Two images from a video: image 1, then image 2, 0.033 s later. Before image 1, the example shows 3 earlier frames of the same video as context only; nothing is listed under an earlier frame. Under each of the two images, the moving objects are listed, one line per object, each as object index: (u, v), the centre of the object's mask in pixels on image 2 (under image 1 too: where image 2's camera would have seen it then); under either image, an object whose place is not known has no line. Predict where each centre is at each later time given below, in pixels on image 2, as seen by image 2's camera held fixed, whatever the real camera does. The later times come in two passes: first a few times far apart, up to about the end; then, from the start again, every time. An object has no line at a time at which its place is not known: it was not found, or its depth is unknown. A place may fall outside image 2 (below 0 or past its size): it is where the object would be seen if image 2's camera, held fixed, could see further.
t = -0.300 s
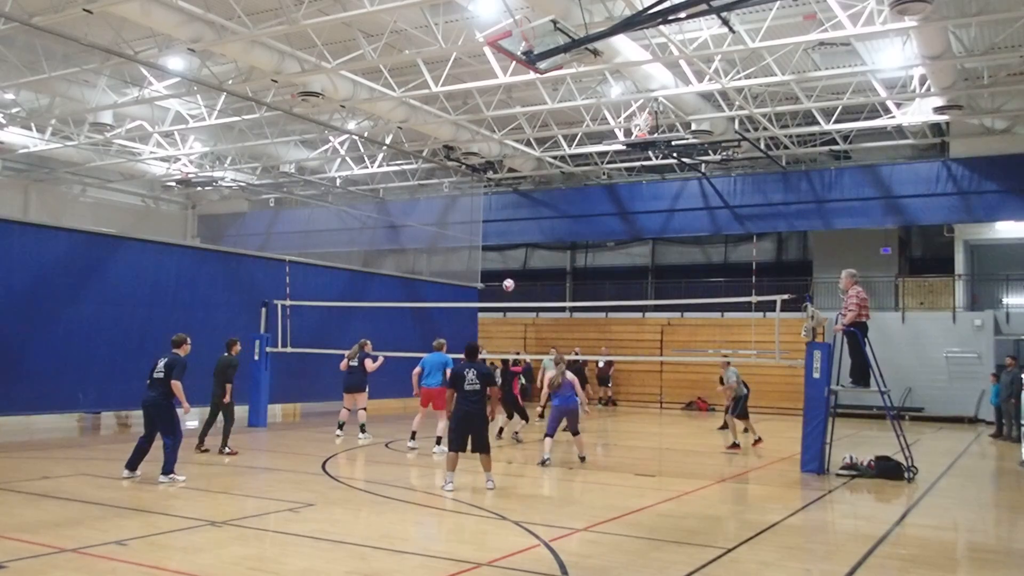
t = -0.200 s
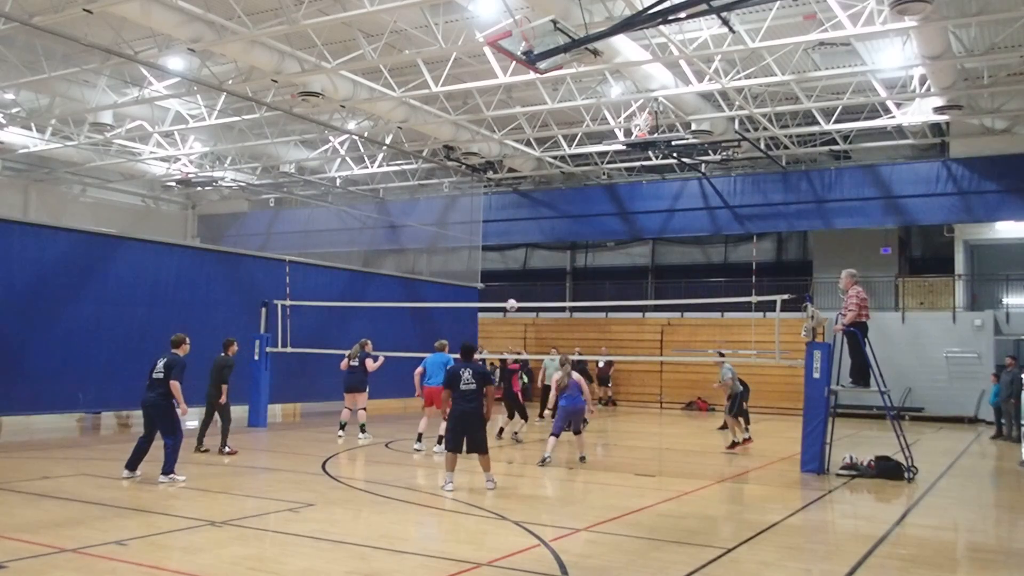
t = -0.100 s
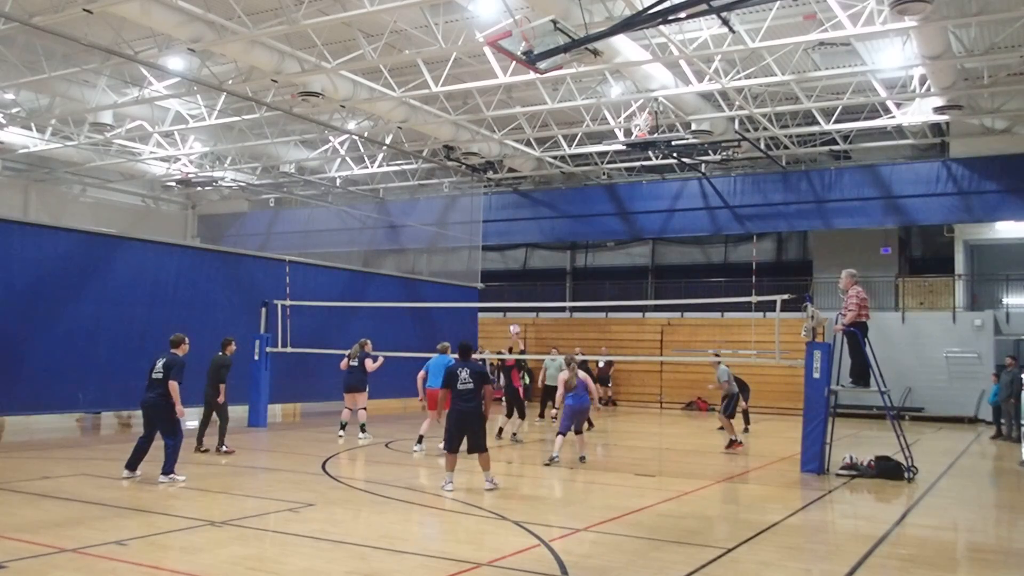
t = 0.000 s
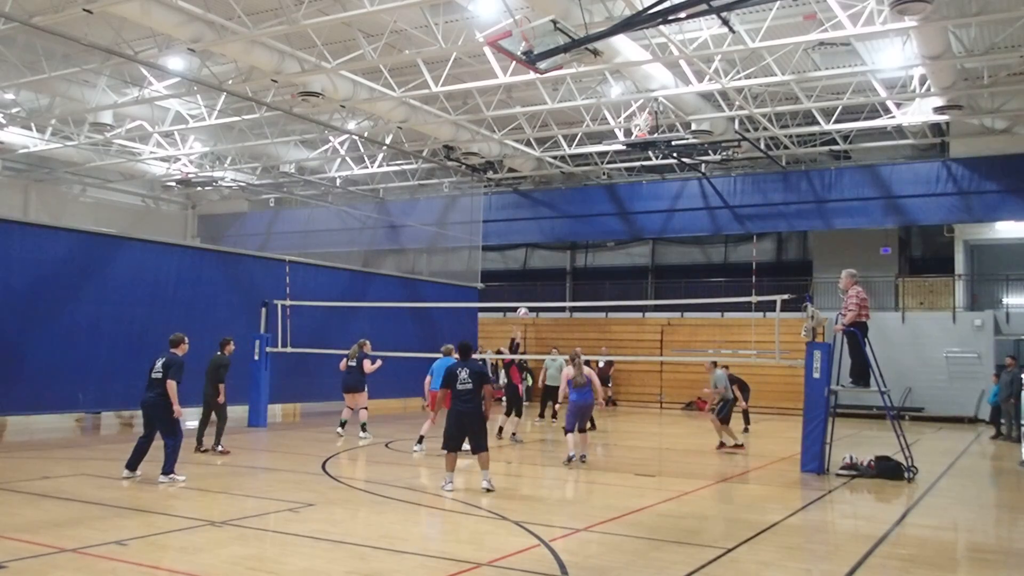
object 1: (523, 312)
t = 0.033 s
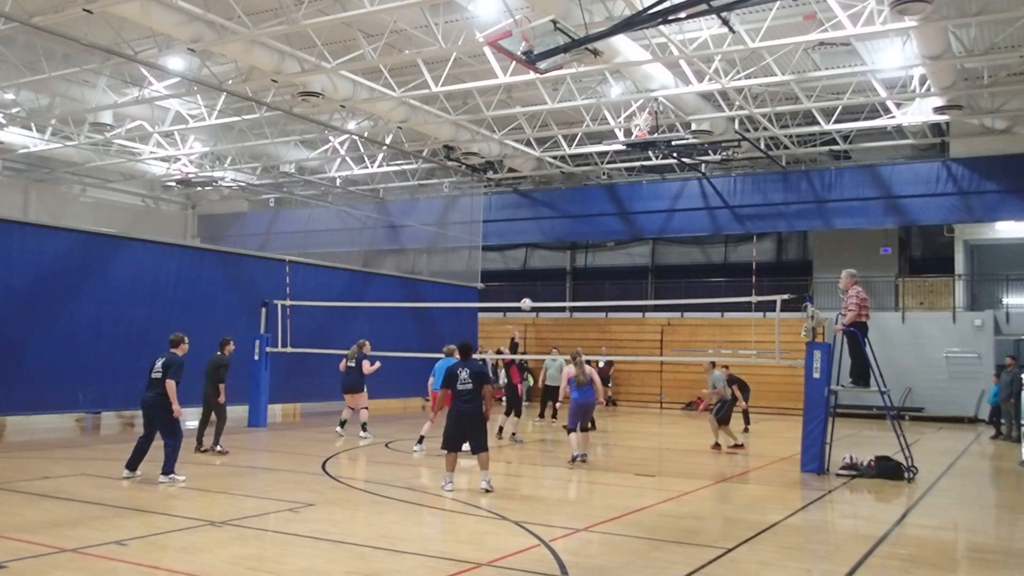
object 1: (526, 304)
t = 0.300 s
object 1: (553, 253)
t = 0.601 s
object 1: (583, 242)
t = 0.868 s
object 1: (609, 274)
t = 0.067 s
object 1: (529, 296)
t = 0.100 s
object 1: (533, 288)
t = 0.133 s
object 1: (536, 281)
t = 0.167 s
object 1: (540, 274)
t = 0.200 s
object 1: (543, 268)
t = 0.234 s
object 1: (546, 263)
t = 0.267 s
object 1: (550, 257)
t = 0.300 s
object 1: (553, 253)
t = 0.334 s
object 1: (557, 249)
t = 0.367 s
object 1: (560, 246)
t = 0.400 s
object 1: (563, 244)
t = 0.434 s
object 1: (566, 242)
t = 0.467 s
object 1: (570, 241)
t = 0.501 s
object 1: (573, 240)
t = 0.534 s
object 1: (576, 240)
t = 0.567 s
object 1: (580, 241)
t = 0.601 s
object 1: (583, 242)
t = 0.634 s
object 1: (586, 244)
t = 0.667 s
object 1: (590, 246)
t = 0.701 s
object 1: (593, 249)
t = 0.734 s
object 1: (596, 252)
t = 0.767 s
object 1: (600, 257)
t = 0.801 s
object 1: (603, 262)
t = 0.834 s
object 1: (606, 268)
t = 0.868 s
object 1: (609, 274)
